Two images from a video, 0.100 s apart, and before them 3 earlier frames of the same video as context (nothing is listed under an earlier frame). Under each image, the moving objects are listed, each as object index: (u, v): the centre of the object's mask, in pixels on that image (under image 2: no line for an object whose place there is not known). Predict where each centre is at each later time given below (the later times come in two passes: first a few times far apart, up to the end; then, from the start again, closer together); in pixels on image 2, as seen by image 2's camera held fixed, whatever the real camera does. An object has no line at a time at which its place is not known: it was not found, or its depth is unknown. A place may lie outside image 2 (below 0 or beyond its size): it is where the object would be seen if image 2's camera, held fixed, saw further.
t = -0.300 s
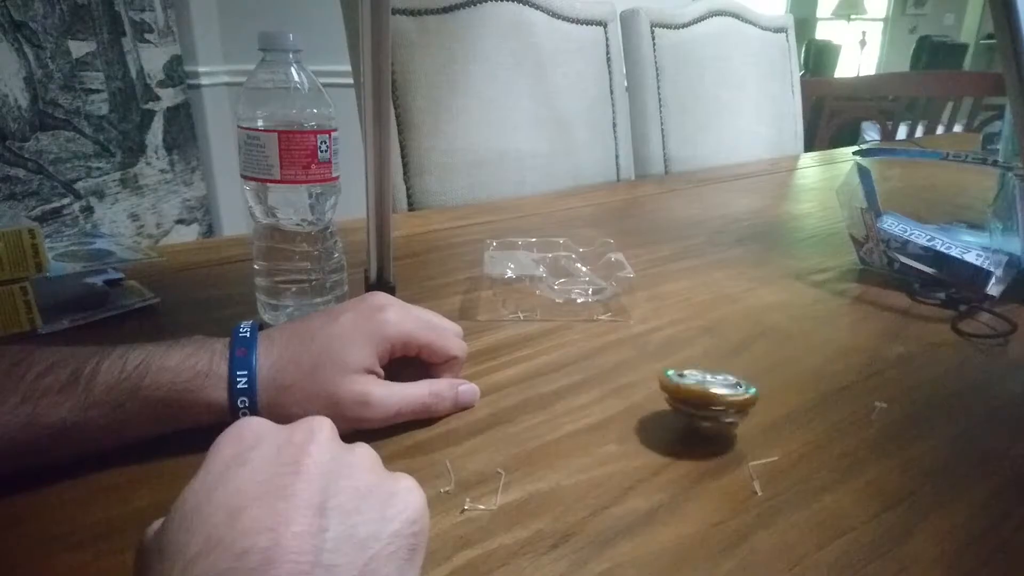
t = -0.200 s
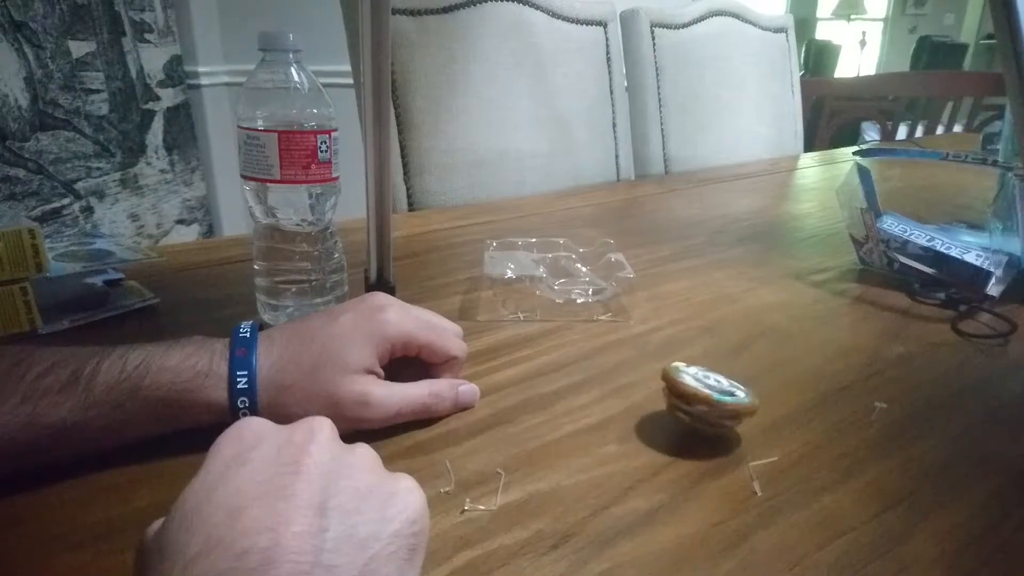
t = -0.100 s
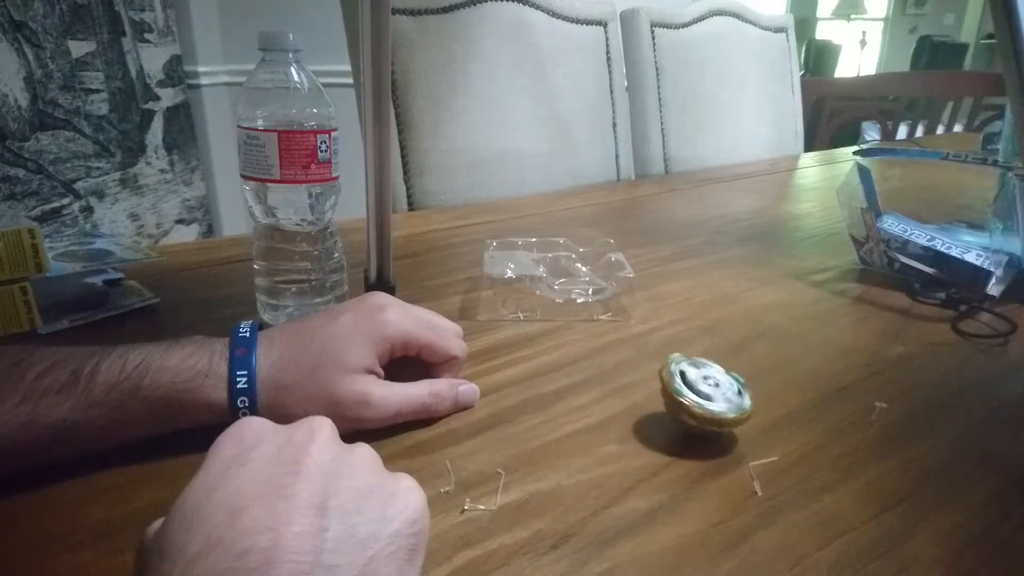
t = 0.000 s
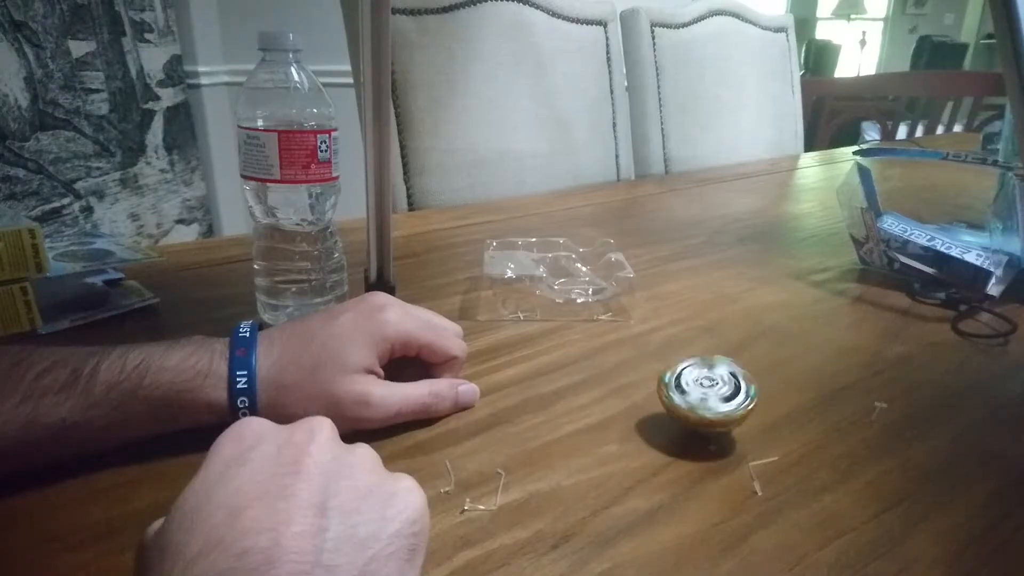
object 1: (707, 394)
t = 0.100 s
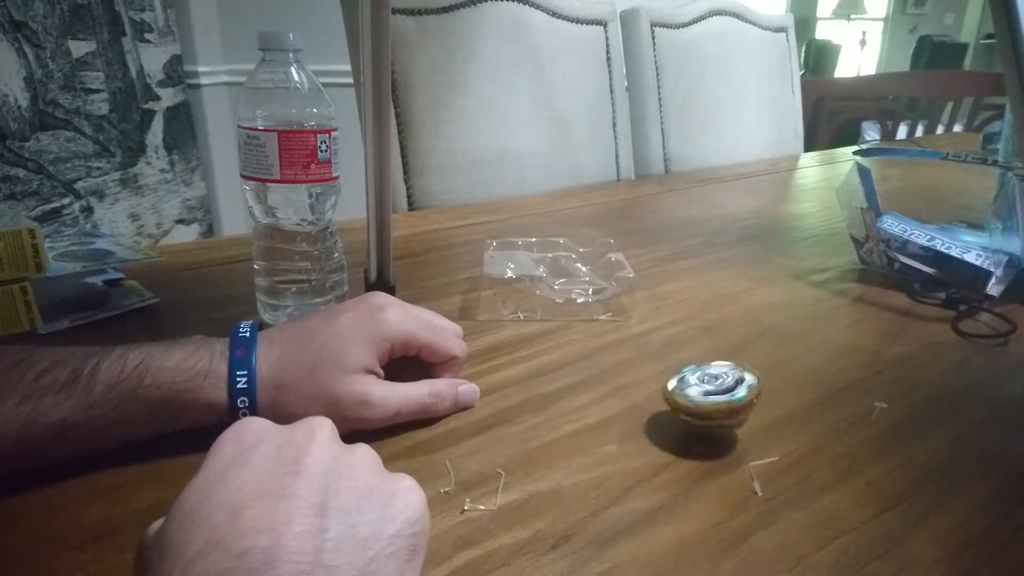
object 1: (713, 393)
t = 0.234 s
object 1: (706, 392)
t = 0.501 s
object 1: (712, 396)
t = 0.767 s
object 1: (717, 396)
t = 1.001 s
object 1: (717, 392)
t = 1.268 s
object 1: (714, 387)
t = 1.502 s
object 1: (706, 390)
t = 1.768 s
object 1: (694, 386)
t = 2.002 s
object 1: (693, 388)
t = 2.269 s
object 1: (689, 393)
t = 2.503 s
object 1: (691, 394)
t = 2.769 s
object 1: (696, 398)
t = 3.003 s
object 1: (696, 402)
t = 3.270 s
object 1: (706, 400)
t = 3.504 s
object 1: (698, 398)
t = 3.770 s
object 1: (712, 406)
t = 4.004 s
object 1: (693, 404)
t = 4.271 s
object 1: (691, 404)
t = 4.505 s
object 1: (691, 404)
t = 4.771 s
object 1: (692, 404)
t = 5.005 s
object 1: (692, 404)
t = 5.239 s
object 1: (692, 404)
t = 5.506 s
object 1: (692, 404)
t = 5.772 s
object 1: (691, 404)
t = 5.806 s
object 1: (691, 404)
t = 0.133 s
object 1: (712, 393)
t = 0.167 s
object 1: (707, 392)
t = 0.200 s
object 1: (705, 392)
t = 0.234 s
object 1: (706, 392)
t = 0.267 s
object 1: (707, 395)
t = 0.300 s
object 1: (707, 396)
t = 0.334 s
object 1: (709, 397)
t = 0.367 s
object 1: (708, 395)
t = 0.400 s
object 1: (710, 394)
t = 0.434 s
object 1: (713, 396)
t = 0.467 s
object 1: (711, 396)
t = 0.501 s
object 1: (712, 396)
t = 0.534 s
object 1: (712, 396)
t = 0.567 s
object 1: (712, 396)
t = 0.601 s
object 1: (714, 395)
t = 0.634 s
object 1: (717, 395)
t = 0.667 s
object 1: (716, 398)
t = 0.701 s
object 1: (717, 397)
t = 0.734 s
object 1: (716, 397)
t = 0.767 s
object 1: (717, 396)
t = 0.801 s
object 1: (717, 396)
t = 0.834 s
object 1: (718, 396)
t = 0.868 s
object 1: (717, 396)
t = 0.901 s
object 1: (716, 395)
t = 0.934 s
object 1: (718, 396)
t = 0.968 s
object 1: (719, 393)
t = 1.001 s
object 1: (717, 392)
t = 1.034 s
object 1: (715, 390)
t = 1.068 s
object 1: (713, 389)
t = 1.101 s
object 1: (715, 393)
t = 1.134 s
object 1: (716, 393)
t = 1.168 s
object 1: (717, 393)
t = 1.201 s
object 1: (718, 391)
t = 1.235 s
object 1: (717, 390)
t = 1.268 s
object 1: (714, 387)
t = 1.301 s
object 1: (715, 388)
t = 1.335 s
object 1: (716, 386)
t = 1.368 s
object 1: (711, 387)
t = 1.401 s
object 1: (707, 387)
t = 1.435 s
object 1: (706, 389)
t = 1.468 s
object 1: (705, 391)
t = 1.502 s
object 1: (706, 390)
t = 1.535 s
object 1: (705, 390)
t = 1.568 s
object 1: (705, 391)
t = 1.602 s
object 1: (705, 389)
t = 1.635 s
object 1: (703, 386)
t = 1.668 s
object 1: (702, 384)
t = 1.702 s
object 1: (700, 384)
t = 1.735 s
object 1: (696, 385)
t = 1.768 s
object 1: (694, 386)
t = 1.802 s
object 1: (692, 387)
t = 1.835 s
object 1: (692, 389)
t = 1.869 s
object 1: (694, 389)
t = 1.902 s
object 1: (696, 389)
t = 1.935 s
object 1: (695, 390)
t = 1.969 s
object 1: (695, 390)
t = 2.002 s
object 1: (693, 388)
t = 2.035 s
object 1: (691, 388)
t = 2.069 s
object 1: (688, 388)
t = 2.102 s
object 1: (687, 389)
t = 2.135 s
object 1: (687, 391)
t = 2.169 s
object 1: (687, 392)
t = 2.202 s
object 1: (687, 393)
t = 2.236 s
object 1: (688, 392)
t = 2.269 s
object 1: (689, 393)
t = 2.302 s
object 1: (690, 394)
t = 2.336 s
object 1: (692, 393)
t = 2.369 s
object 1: (693, 393)
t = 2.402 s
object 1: (694, 392)
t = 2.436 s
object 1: (693, 392)
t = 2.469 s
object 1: (691, 393)
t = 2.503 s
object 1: (691, 394)
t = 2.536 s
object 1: (692, 394)
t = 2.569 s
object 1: (694, 396)
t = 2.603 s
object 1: (694, 398)
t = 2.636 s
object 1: (694, 394)
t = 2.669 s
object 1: (694, 395)
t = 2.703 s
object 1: (695, 394)
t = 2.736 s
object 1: (695, 398)
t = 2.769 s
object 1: (696, 398)
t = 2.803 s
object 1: (697, 398)
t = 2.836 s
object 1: (699, 398)
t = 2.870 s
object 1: (699, 398)
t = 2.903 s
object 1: (696, 398)
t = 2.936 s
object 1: (695, 398)
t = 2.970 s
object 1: (696, 400)
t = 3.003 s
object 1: (696, 402)
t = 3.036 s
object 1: (696, 402)
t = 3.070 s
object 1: (698, 403)
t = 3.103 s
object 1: (698, 402)
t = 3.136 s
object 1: (699, 402)
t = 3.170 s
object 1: (699, 402)
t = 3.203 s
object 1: (699, 402)
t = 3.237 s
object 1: (703, 401)
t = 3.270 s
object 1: (706, 400)
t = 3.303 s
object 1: (707, 401)
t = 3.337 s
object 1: (705, 400)
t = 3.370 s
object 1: (703, 400)
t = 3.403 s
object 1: (701, 401)
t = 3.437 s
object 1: (701, 403)
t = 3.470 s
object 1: (699, 404)
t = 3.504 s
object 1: (698, 398)
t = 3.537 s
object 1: (700, 397)
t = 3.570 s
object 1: (701, 404)
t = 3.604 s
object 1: (708, 399)
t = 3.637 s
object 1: (708, 405)
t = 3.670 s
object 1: (710, 406)
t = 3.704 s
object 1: (713, 407)
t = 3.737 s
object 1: (714, 407)
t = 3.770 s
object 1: (712, 406)
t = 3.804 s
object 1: (709, 406)
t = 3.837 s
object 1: (705, 406)
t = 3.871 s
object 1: (702, 405)
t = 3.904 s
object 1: (698, 405)
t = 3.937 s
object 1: (696, 405)
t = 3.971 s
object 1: (694, 404)
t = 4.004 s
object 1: (693, 404)
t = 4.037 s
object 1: (692, 404)
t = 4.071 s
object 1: (692, 404)
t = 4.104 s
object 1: (691, 404)
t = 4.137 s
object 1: (691, 404)
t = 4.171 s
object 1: (691, 404)
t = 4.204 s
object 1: (691, 404)
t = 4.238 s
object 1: (691, 404)
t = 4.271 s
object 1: (691, 404)
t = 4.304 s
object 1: (691, 404)
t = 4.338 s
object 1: (692, 404)
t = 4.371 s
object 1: (692, 404)
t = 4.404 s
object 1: (692, 404)
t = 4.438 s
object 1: (692, 404)
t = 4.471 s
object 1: (692, 404)
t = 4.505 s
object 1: (691, 404)
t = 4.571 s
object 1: (692, 404)
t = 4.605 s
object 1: (692, 404)
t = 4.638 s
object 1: (692, 404)
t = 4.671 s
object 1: (691, 404)
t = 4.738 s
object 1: (692, 404)
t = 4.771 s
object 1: (692, 404)
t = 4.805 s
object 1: (692, 405)
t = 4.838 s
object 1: (692, 405)
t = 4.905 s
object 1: (692, 404)
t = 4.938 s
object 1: (692, 404)
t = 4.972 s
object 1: (692, 404)
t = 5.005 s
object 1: (692, 404)
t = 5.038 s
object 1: (692, 404)
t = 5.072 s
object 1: (692, 404)
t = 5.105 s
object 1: (692, 404)
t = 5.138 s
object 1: (692, 404)
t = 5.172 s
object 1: (692, 404)
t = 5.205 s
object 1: (692, 404)
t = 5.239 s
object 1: (692, 404)
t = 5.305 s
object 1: (692, 404)
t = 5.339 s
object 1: (692, 405)
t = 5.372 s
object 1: (692, 405)
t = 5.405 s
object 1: (692, 405)
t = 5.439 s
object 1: (692, 404)
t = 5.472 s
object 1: (691, 404)
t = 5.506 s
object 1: (692, 404)
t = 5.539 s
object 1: (692, 404)
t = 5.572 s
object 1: (691, 405)
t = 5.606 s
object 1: (691, 405)
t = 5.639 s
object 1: (691, 405)
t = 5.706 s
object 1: (691, 404)
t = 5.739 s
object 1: (691, 404)
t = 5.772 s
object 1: (691, 404)
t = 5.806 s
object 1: (691, 404)
